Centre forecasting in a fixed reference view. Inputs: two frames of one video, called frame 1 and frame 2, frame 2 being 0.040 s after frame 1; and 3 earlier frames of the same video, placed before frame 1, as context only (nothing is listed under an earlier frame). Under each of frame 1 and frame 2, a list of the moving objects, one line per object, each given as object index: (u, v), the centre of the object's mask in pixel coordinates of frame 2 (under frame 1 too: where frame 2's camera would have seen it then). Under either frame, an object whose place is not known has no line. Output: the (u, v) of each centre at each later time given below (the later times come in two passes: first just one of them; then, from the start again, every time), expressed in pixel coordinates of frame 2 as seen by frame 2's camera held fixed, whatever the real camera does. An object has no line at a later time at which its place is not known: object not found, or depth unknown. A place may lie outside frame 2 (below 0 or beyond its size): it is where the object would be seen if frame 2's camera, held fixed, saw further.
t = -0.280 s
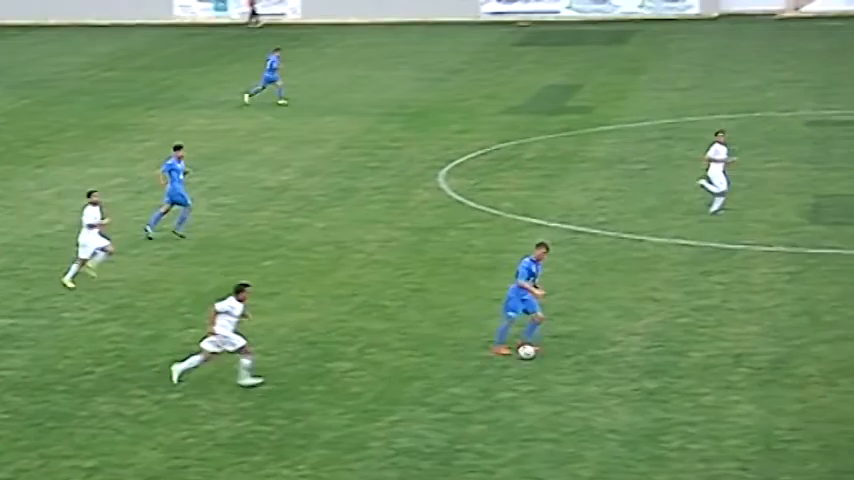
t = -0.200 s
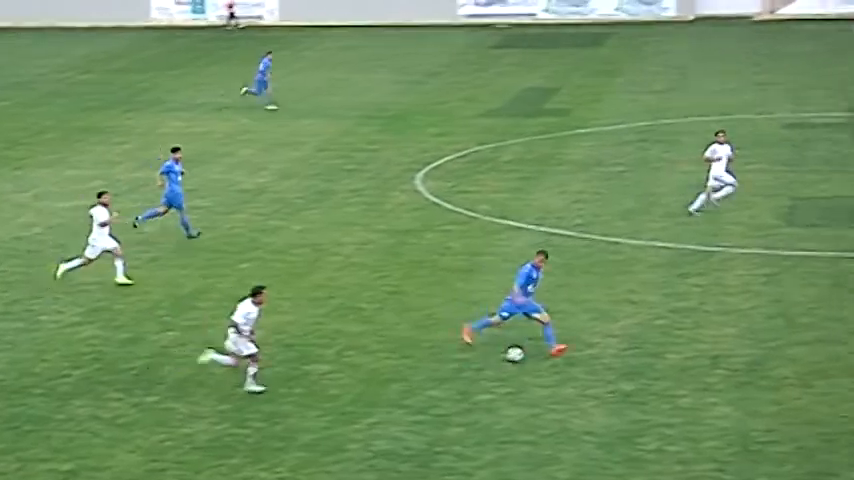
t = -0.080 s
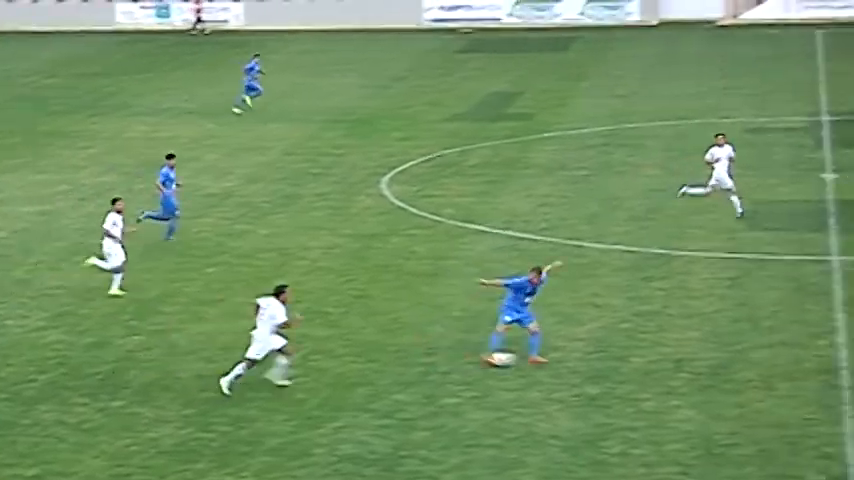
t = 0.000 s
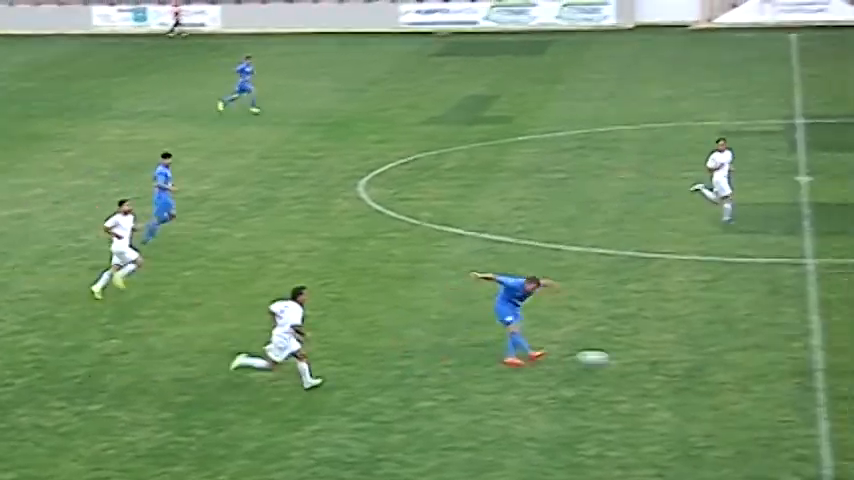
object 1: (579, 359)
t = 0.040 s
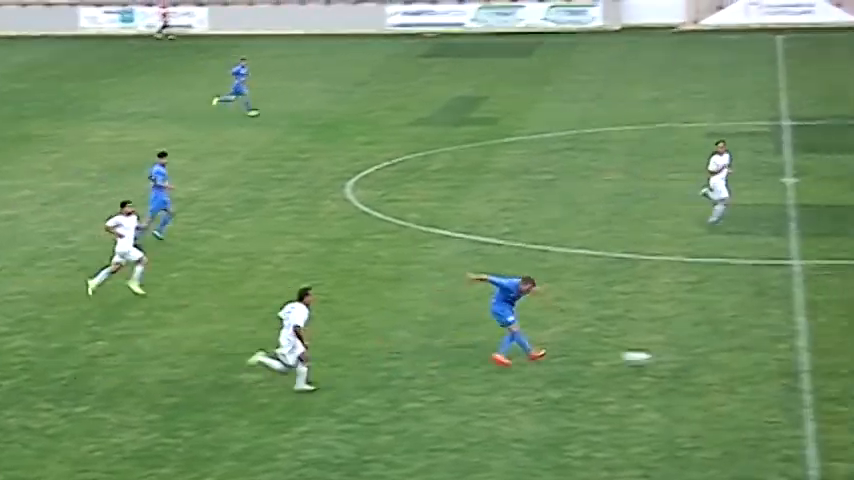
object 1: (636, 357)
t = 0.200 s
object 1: (869, 361)
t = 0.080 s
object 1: (694, 358)
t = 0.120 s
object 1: (753, 357)
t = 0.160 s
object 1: (812, 359)
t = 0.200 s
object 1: (869, 361)
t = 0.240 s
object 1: (925, 364)
